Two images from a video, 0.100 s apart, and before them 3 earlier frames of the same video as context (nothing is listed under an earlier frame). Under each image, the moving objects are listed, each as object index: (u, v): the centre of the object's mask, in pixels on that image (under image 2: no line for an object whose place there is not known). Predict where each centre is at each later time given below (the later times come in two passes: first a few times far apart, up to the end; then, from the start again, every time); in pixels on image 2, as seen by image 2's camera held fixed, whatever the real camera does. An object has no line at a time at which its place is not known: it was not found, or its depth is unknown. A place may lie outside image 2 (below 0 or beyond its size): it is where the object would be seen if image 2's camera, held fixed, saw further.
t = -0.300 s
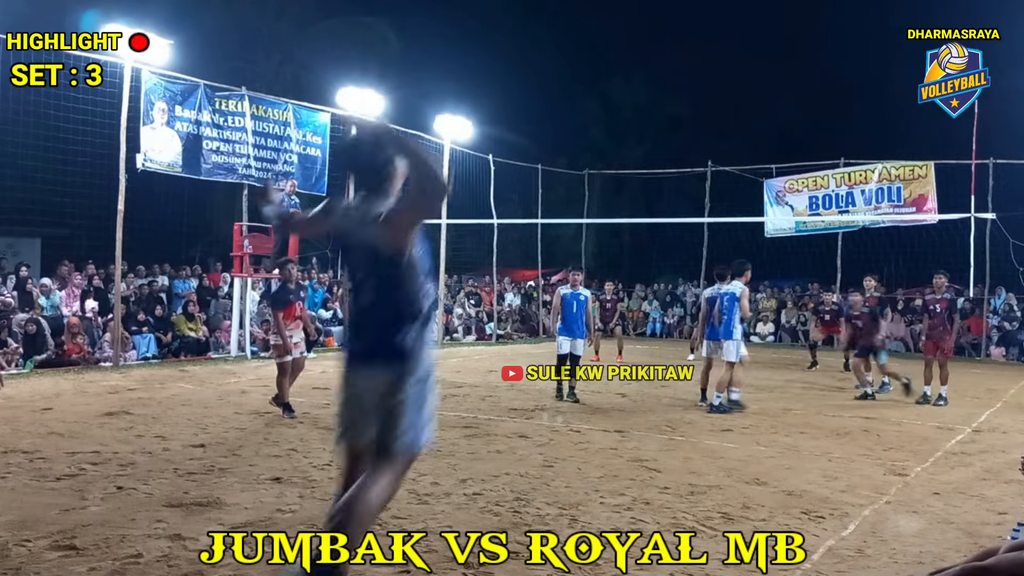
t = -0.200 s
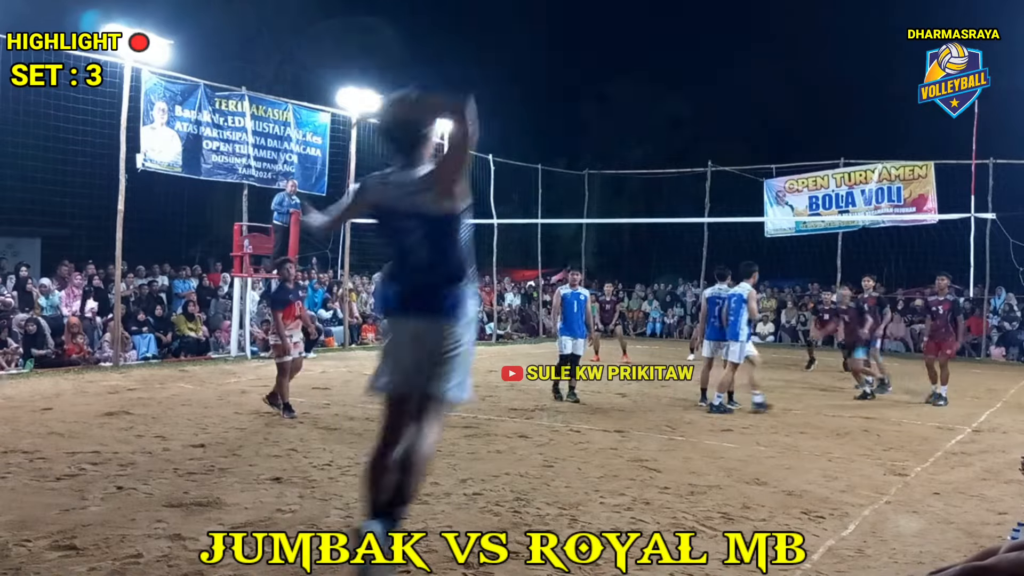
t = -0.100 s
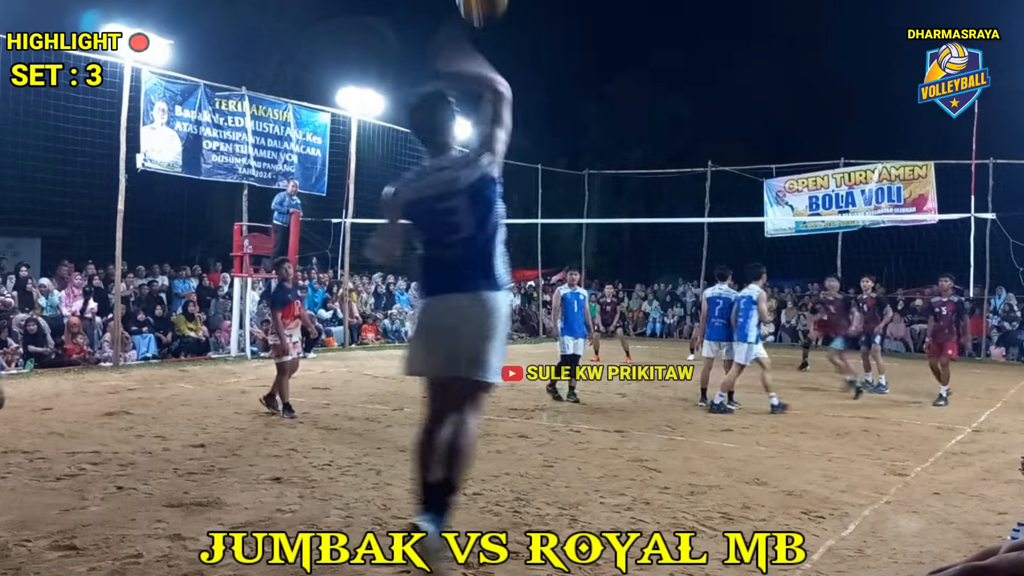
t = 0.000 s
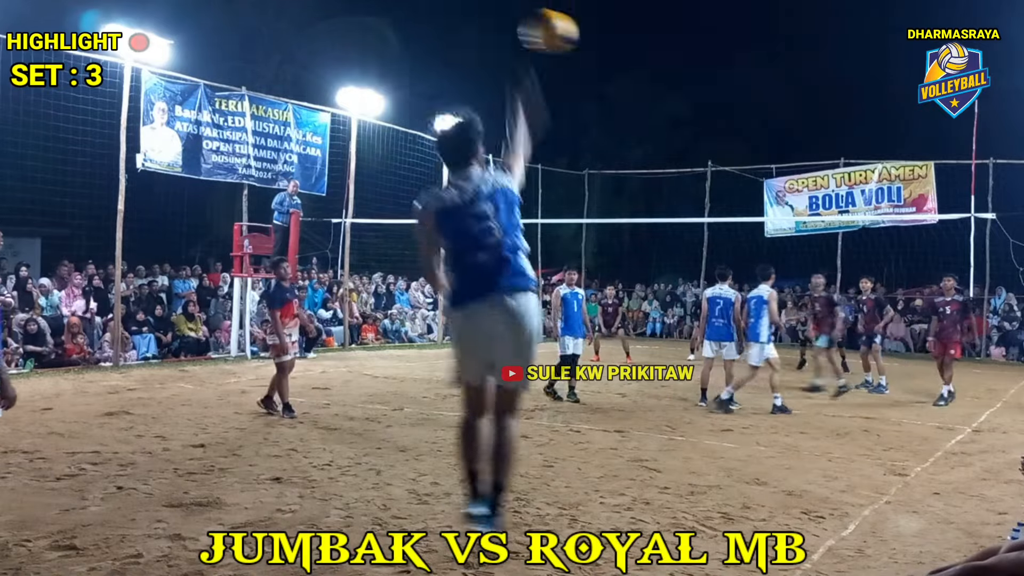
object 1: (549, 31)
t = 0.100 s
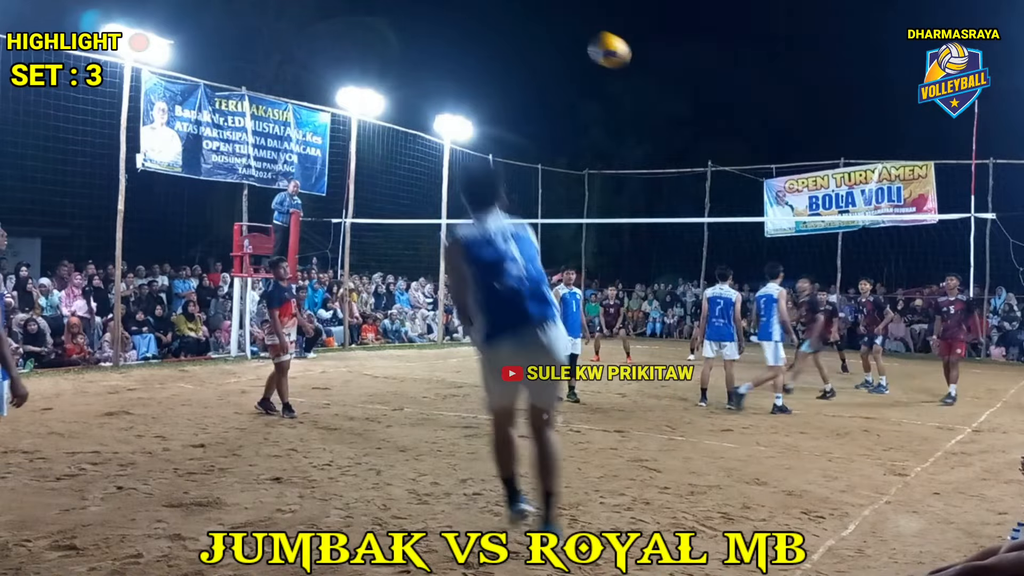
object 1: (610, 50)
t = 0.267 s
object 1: (668, 93)
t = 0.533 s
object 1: (715, 169)
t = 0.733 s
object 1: (736, 230)
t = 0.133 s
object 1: (625, 58)
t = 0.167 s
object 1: (637, 66)
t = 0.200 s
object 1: (649, 74)
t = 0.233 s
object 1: (659, 83)
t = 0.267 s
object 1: (668, 93)
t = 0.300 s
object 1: (676, 102)
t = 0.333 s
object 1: (682, 111)
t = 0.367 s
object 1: (689, 121)
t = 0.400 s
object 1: (694, 131)
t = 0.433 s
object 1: (700, 140)
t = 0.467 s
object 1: (705, 150)
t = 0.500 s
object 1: (710, 159)
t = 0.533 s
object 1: (715, 169)
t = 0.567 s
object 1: (719, 180)
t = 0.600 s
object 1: (722, 189)
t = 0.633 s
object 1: (726, 199)
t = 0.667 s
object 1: (730, 208)
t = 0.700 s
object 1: (732, 220)
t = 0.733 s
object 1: (736, 230)
